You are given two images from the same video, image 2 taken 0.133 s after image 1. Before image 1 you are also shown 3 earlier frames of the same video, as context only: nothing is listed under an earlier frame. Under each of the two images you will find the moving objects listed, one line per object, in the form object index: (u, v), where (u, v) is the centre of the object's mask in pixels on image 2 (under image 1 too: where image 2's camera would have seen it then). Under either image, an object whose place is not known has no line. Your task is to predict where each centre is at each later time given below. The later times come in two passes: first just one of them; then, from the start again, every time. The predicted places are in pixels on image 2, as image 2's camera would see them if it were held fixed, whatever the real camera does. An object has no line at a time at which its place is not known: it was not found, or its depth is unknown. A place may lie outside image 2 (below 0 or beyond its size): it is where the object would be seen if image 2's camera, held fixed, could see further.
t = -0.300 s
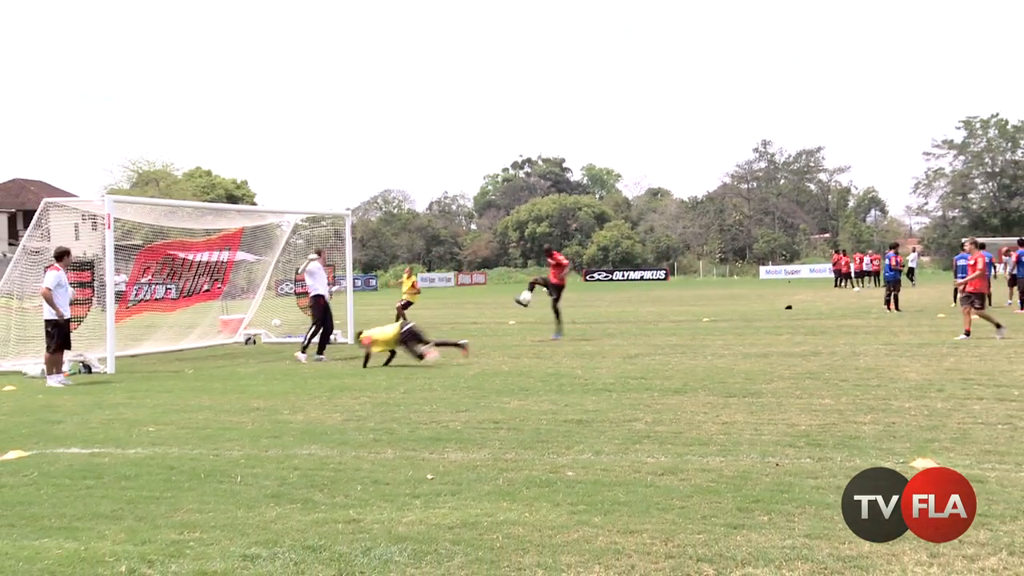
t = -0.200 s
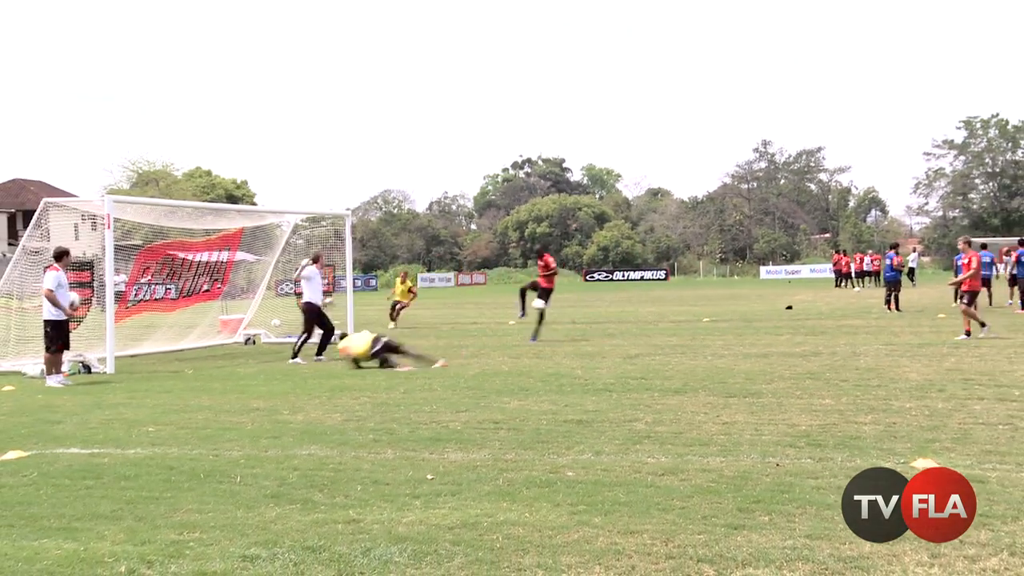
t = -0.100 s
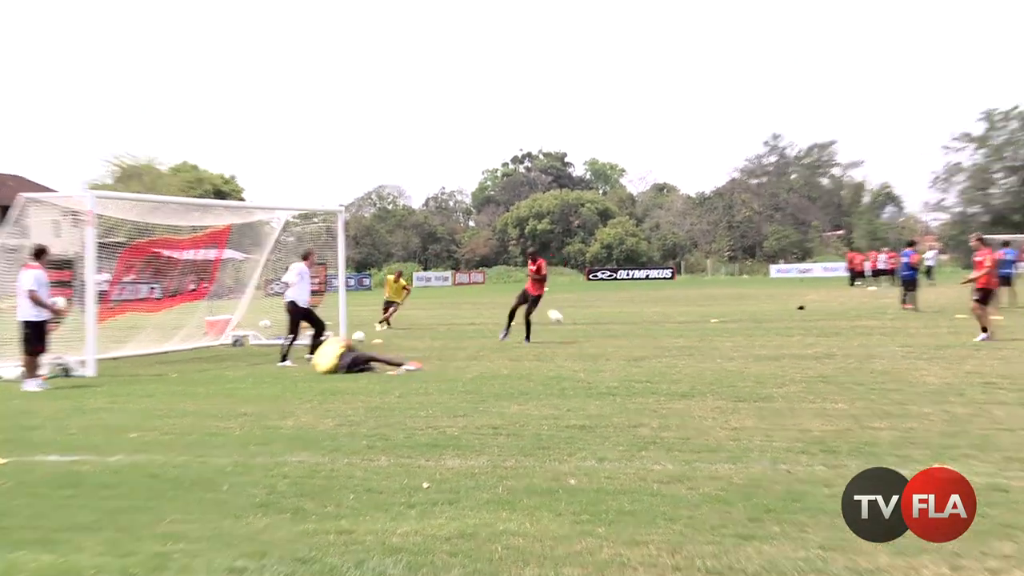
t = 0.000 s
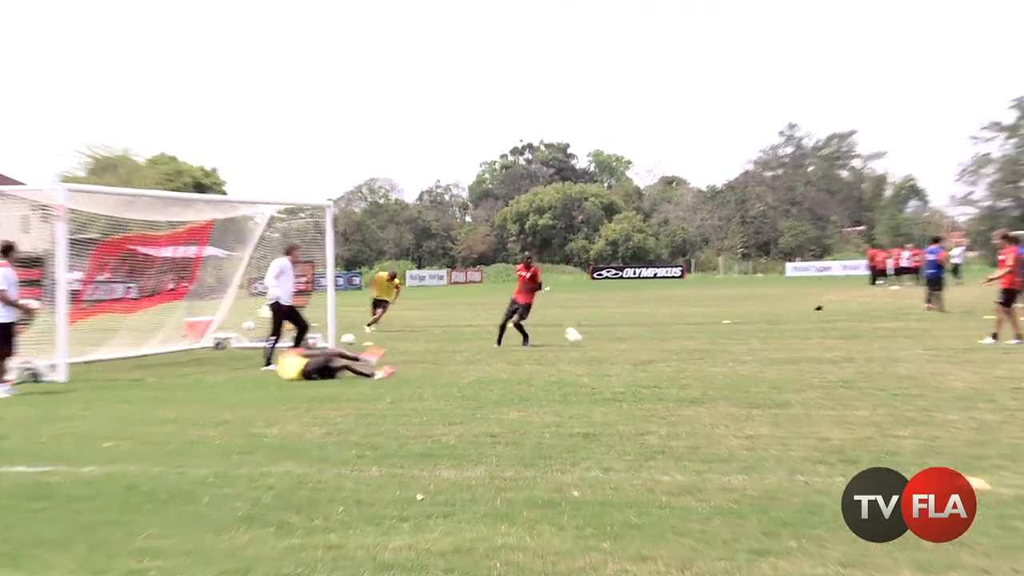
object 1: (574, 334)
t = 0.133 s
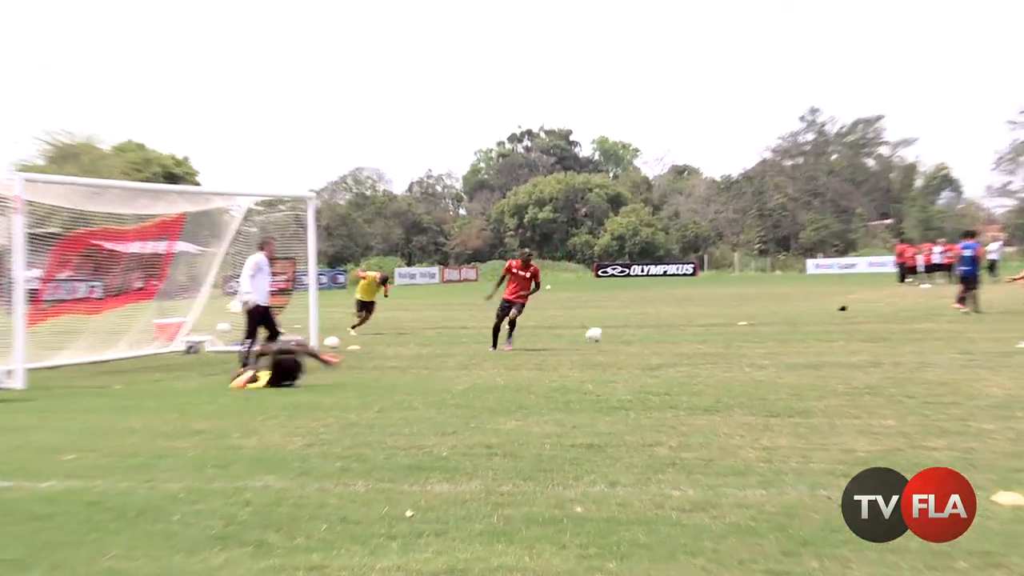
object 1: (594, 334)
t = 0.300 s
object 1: (615, 333)
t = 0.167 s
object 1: (599, 332)
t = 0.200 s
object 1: (603, 332)
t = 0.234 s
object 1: (608, 332)
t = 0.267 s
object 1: (611, 333)
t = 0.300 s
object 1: (615, 333)
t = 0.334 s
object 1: (620, 336)
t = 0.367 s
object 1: (623, 338)
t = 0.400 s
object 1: (627, 342)
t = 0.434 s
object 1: (630, 346)
